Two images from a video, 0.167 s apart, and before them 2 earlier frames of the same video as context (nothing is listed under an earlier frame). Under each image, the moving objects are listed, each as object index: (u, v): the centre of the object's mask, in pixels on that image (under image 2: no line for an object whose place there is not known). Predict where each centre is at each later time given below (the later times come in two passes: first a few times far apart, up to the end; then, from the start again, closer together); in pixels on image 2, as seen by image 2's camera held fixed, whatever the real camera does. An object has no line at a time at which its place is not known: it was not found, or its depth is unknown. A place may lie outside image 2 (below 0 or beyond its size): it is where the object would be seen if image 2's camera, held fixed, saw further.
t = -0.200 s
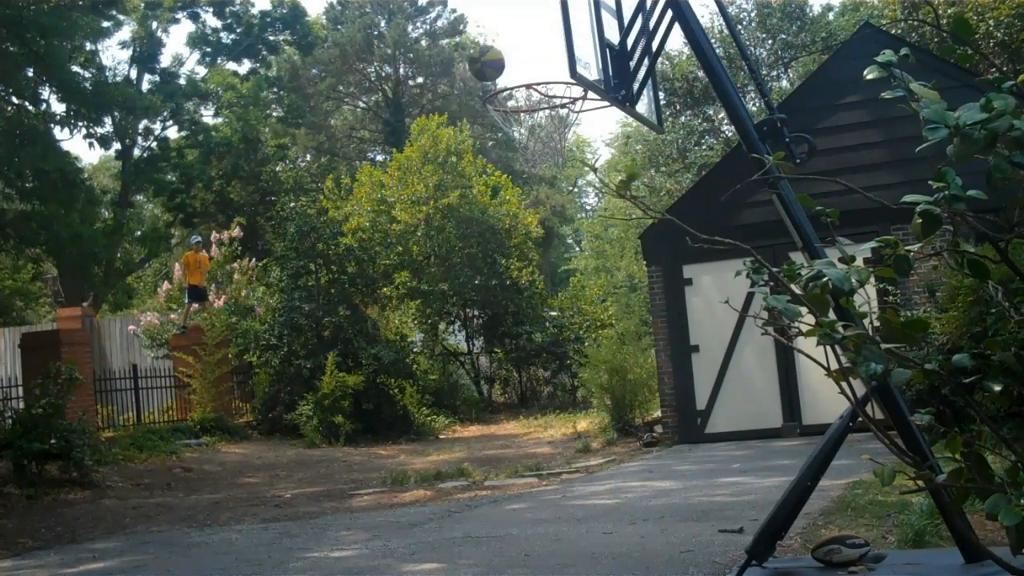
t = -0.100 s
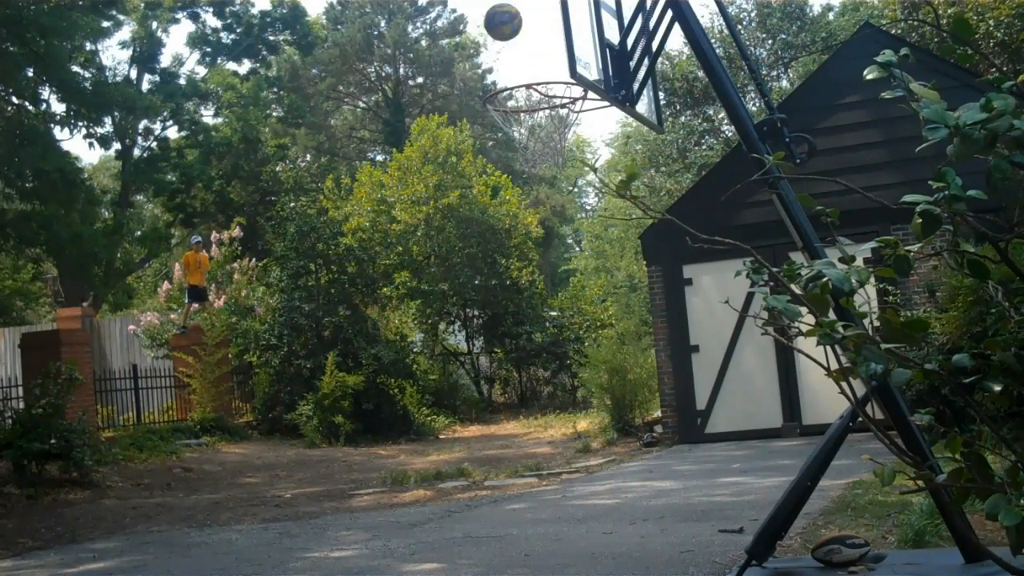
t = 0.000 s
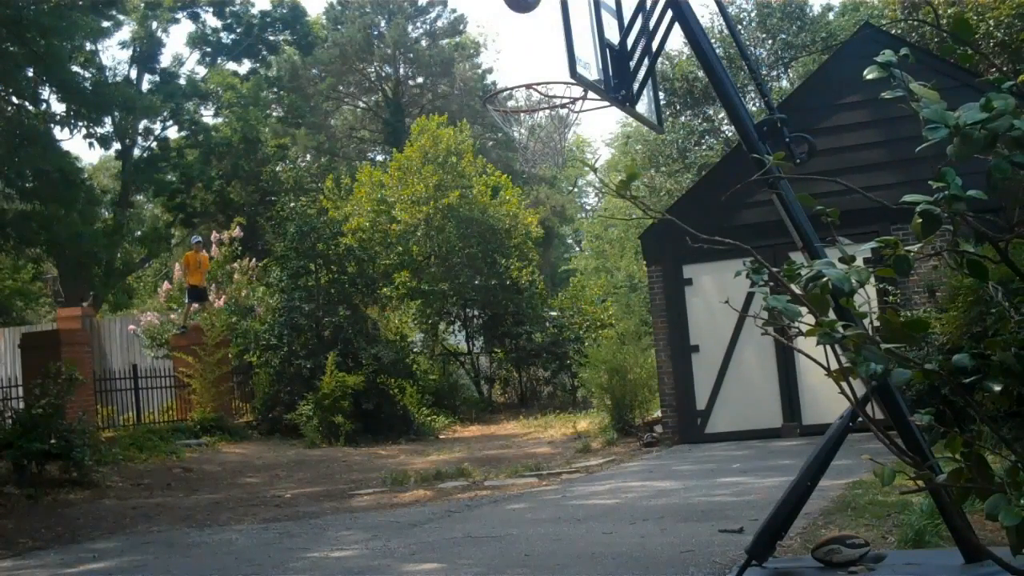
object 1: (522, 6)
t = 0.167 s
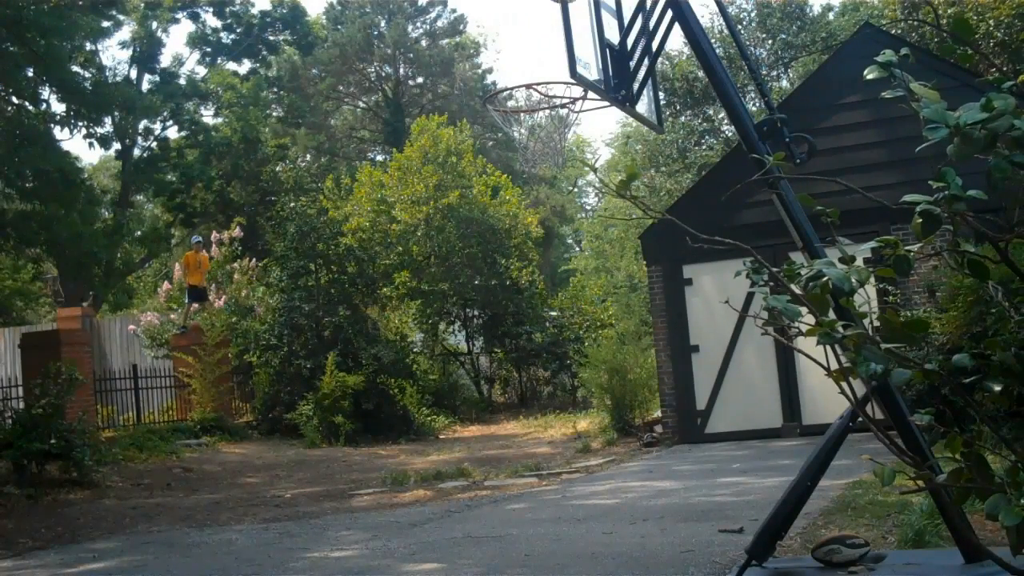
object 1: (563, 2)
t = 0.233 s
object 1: (581, 6)
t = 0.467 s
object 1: (525, 78)
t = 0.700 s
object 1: (531, 209)
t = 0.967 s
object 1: (573, 462)
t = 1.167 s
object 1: (601, 440)
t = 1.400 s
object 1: (631, 294)
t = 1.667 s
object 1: (681, 257)
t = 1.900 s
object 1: (736, 341)
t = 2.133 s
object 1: (802, 536)
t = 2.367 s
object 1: (829, 399)
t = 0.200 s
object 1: (576, 3)
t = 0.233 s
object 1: (581, 6)
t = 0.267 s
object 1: (594, 10)
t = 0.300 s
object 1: (590, 14)
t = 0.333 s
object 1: (575, 19)
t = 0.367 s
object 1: (564, 29)
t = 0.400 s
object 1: (548, 43)
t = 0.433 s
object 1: (538, 59)
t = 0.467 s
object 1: (525, 78)
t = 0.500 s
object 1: (512, 101)
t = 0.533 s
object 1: (512, 119)
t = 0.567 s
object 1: (517, 141)
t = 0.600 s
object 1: (517, 154)
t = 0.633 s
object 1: (521, 169)
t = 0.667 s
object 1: (526, 189)
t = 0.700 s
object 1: (531, 209)
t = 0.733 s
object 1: (534, 231)
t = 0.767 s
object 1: (539, 258)
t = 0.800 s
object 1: (545, 285)
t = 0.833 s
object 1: (549, 317)
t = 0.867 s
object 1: (555, 349)
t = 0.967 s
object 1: (573, 462)
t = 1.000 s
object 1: (580, 506)
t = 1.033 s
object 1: (586, 551)
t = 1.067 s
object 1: (591, 535)
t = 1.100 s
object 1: (594, 501)
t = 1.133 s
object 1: (597, 469)
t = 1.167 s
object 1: (601, 440)
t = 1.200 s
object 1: (605, 413)
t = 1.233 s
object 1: (609, 387)
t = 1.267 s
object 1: (613, 364)
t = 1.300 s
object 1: (618, 343)
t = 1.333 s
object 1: (621, 325)
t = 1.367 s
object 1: (627, 308)
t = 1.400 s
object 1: (631, 294)
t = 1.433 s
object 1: (637, 282)
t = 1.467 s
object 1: (642, 271)
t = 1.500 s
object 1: (648, 264)
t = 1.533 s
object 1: (654, 258)
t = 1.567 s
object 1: (661, 254)
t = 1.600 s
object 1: (667, 252)
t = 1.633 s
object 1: (673, 254)
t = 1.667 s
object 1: (681, 257)
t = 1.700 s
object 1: (687, 263)
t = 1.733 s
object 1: (695, 269)
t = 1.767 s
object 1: (703, 279)
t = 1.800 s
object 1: (710, 291)
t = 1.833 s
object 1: (719, 306)
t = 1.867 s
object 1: (727, 322)
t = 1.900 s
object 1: (736, 341)
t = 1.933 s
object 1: (744, 362)
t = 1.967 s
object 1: (753, 386)
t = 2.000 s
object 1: (763, 411)
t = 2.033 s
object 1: (773, 440)
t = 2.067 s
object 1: (780, 468)
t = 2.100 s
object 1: (805, 514)
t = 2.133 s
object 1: (802, 536)
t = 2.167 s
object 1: (810, 525)
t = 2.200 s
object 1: (820, 501)
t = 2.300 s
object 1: (819, 426)
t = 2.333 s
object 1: (825, 408)
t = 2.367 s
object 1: (829, 399)
